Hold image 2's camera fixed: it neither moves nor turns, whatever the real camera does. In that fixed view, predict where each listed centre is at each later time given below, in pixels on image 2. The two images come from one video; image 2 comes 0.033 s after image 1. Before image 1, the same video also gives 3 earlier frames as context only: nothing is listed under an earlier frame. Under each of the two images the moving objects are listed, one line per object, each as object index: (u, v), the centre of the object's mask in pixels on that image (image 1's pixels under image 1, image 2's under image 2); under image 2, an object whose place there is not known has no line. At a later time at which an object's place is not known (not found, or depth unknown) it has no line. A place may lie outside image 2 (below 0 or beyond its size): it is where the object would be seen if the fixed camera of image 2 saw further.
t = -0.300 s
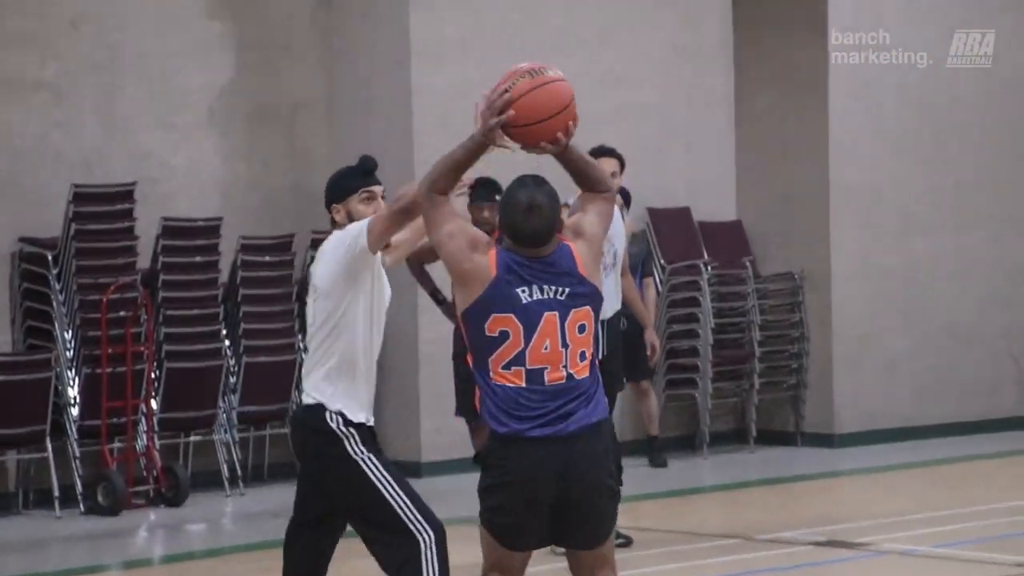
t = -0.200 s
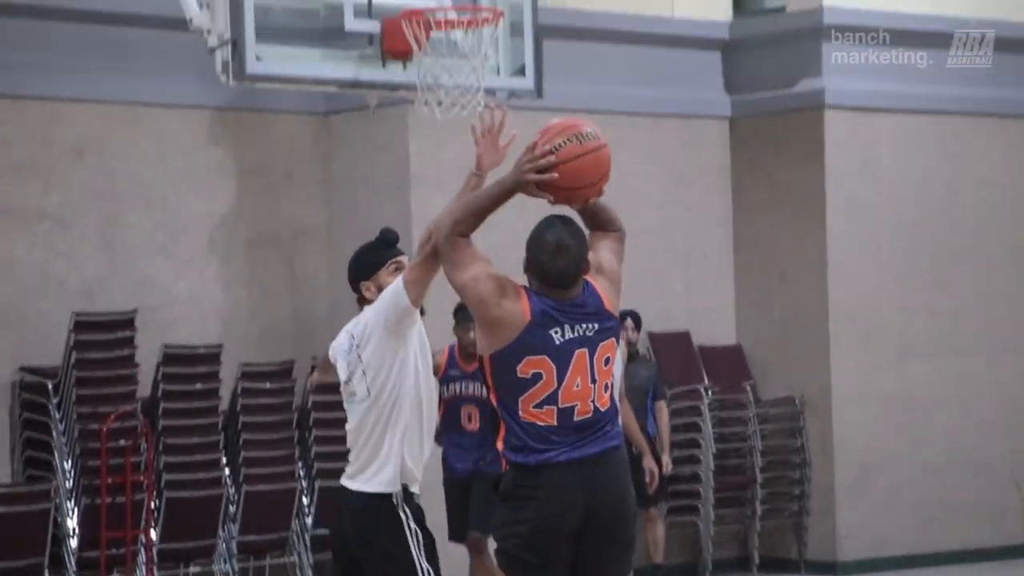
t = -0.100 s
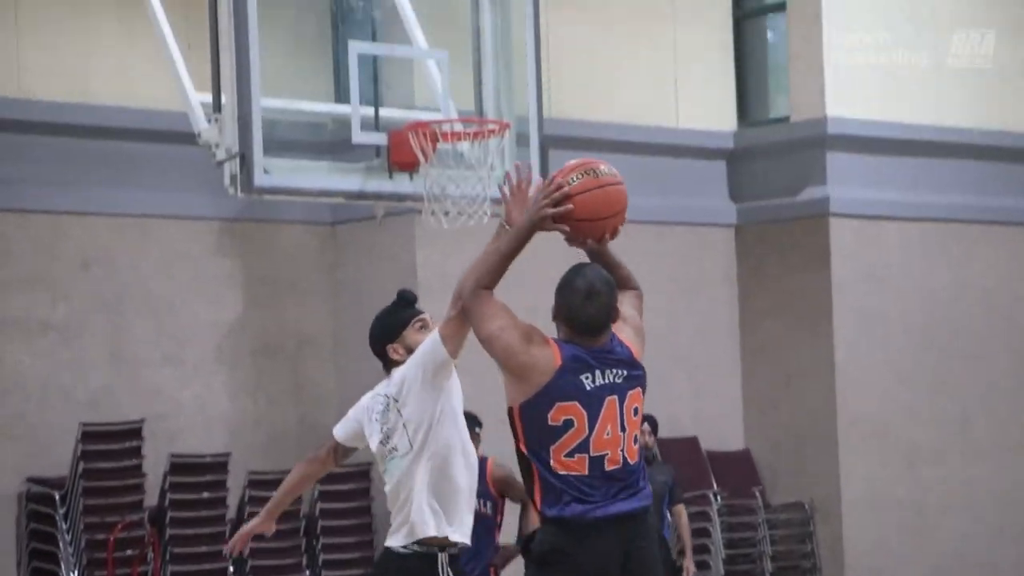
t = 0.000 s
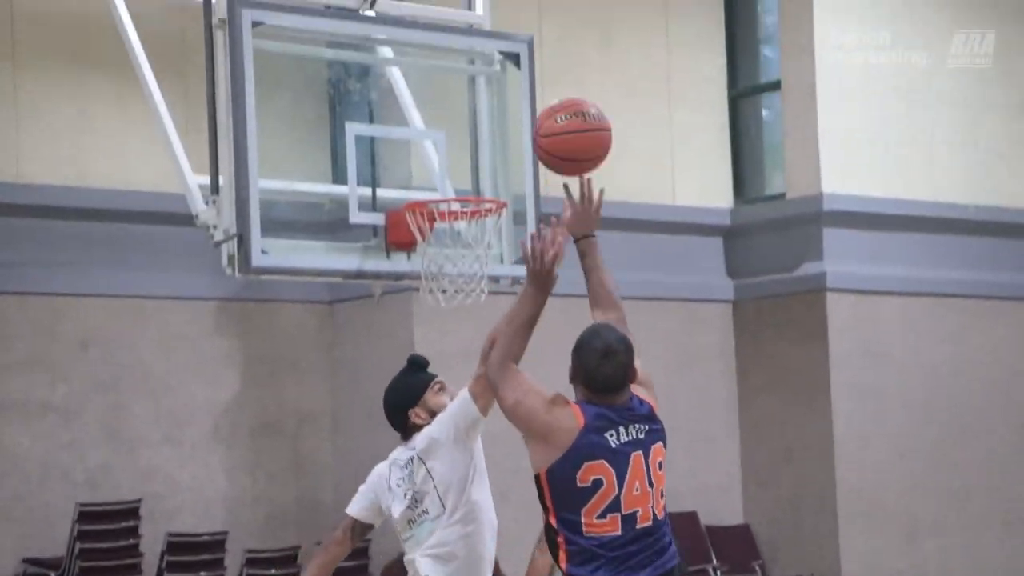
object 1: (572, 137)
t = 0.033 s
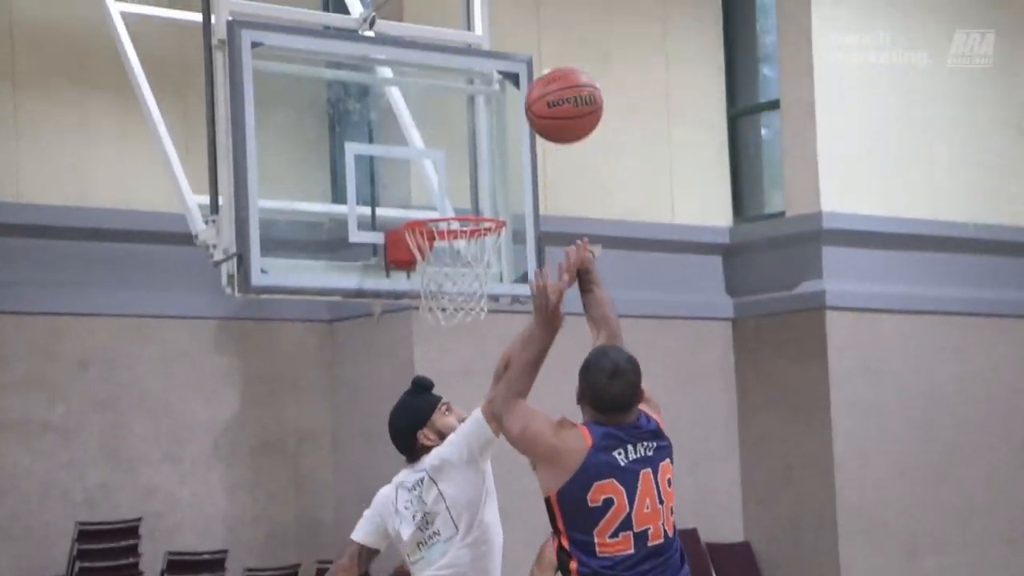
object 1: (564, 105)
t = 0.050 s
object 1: (561, 82)
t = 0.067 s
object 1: (557, 61)
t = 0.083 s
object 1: (552, 41)
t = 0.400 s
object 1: (505, -170)
